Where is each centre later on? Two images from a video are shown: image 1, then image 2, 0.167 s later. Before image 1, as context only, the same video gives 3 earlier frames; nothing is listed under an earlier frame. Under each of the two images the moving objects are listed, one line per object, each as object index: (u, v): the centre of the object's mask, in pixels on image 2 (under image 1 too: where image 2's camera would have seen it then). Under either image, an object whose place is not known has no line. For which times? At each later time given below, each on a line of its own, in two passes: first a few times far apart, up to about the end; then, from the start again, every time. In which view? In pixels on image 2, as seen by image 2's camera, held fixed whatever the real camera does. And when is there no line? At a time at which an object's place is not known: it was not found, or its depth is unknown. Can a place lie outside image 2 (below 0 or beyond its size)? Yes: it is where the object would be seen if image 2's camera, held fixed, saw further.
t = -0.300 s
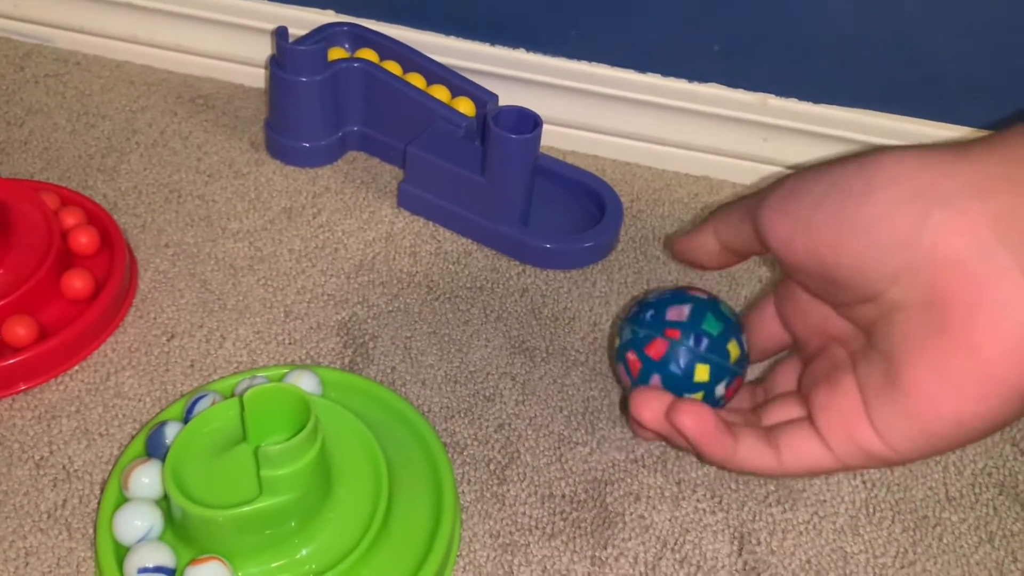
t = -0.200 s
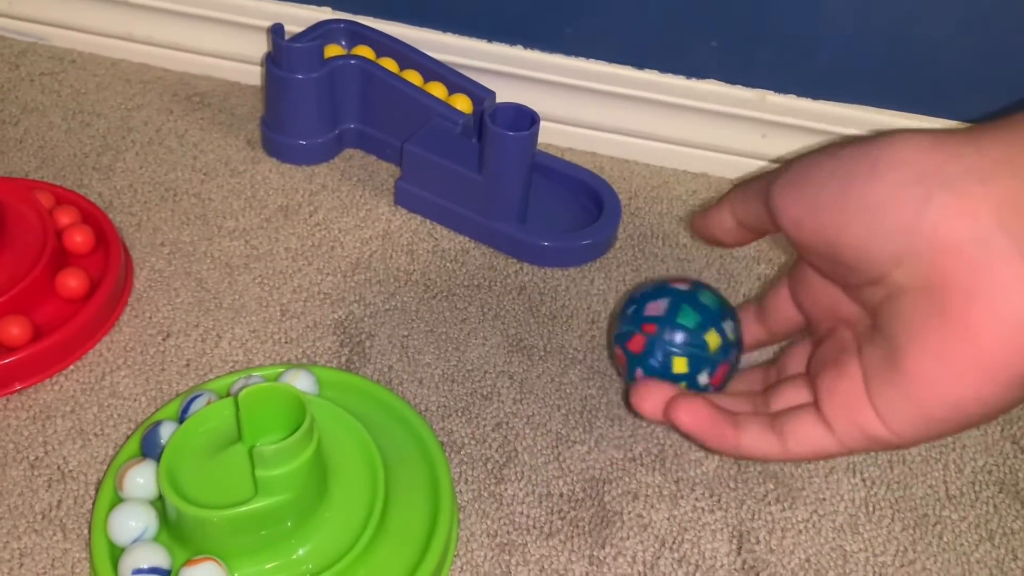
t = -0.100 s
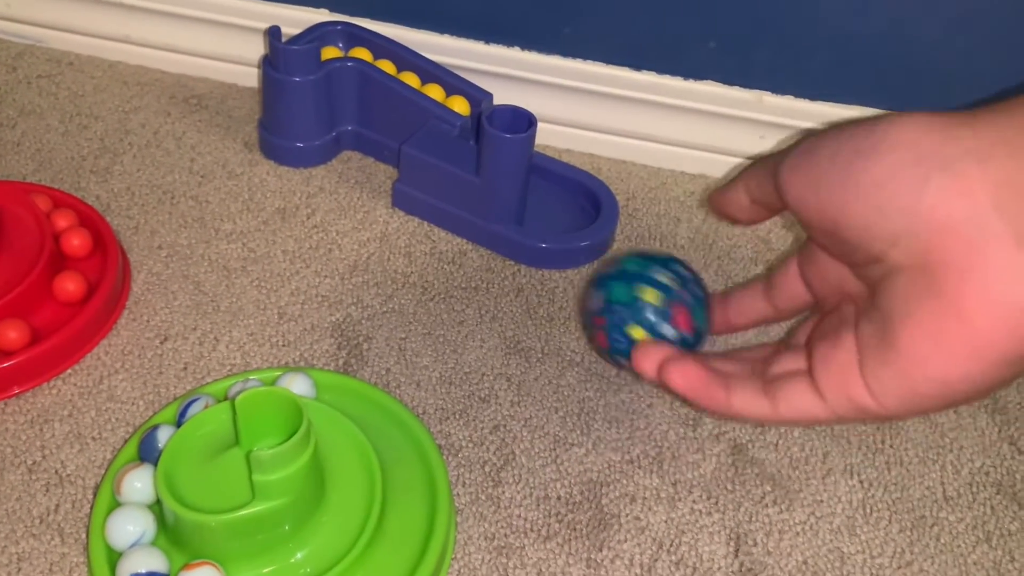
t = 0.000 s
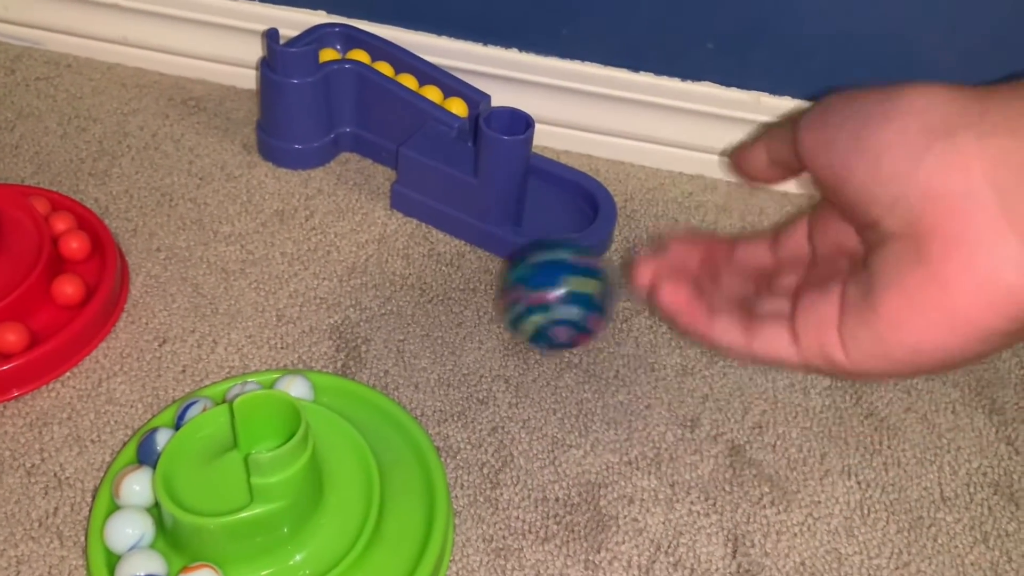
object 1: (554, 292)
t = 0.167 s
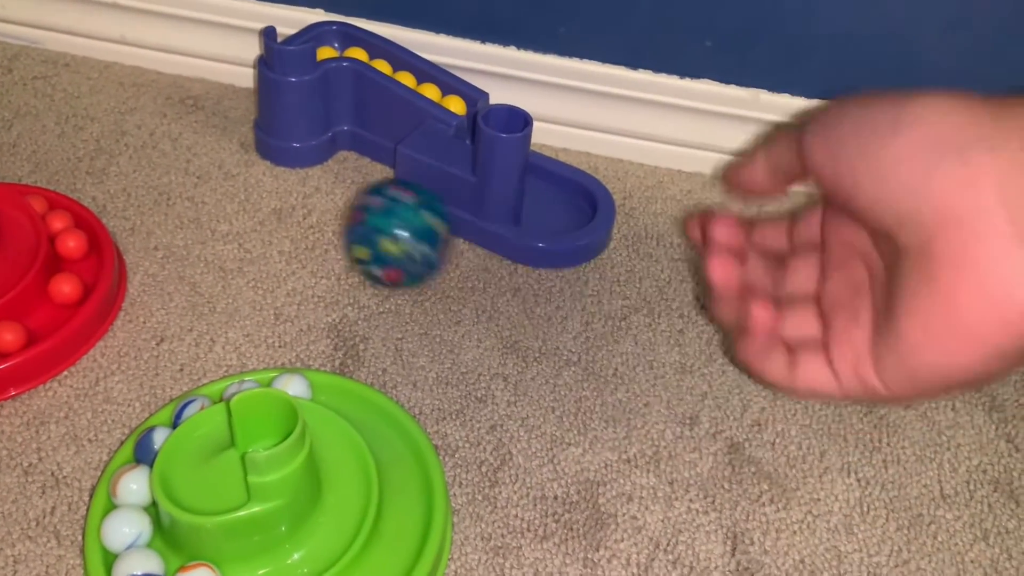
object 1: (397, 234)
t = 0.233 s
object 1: (341, 214)
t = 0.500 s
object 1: (158, 158)
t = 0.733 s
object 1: (55, 138)
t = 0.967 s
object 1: (21, 129)
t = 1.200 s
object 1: (9, 129)
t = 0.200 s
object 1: (370, 225)
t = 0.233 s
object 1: (341, 214)
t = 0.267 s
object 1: (315, 204)
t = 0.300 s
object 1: (290, 196)
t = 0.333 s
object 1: (265, 187)
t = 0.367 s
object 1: (242, 179)
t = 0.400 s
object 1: (220, 173)
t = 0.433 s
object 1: (199, 167)
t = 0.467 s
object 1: (179, 162)
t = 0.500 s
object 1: (158, 158)
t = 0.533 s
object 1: (141, 153)
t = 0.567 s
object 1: (124, 150)
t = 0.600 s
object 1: (108, 147)
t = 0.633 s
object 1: (94, 145)
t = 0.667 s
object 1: (79, 142)
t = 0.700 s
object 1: (67, 140)
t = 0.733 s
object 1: (55, 138)
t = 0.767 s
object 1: (45, 136)
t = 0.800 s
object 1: (40, 136)
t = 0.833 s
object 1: (36, 134)
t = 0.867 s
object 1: (31, 132)
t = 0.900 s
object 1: (28, 131)
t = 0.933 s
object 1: (24, 130)
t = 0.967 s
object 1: (21, 129)
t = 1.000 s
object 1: (17, 127)
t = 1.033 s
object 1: (14, 127)
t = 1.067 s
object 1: (12, 127)
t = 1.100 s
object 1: (10, 128)
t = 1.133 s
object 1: (10, 129)
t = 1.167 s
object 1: (9, 129)
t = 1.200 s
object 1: (9, 129)
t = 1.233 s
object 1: (8, 129)
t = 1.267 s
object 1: (7, 128)
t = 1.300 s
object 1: (6, 128)
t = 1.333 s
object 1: (4, 128)
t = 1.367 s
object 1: (1, 129)
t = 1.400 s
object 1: (-1, 128)
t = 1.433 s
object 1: (-5, 128)
